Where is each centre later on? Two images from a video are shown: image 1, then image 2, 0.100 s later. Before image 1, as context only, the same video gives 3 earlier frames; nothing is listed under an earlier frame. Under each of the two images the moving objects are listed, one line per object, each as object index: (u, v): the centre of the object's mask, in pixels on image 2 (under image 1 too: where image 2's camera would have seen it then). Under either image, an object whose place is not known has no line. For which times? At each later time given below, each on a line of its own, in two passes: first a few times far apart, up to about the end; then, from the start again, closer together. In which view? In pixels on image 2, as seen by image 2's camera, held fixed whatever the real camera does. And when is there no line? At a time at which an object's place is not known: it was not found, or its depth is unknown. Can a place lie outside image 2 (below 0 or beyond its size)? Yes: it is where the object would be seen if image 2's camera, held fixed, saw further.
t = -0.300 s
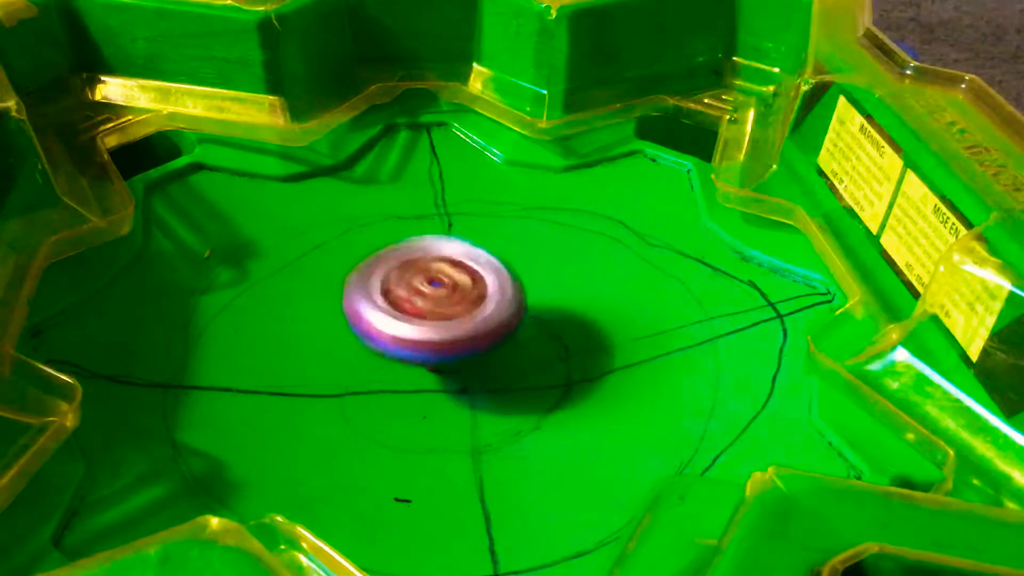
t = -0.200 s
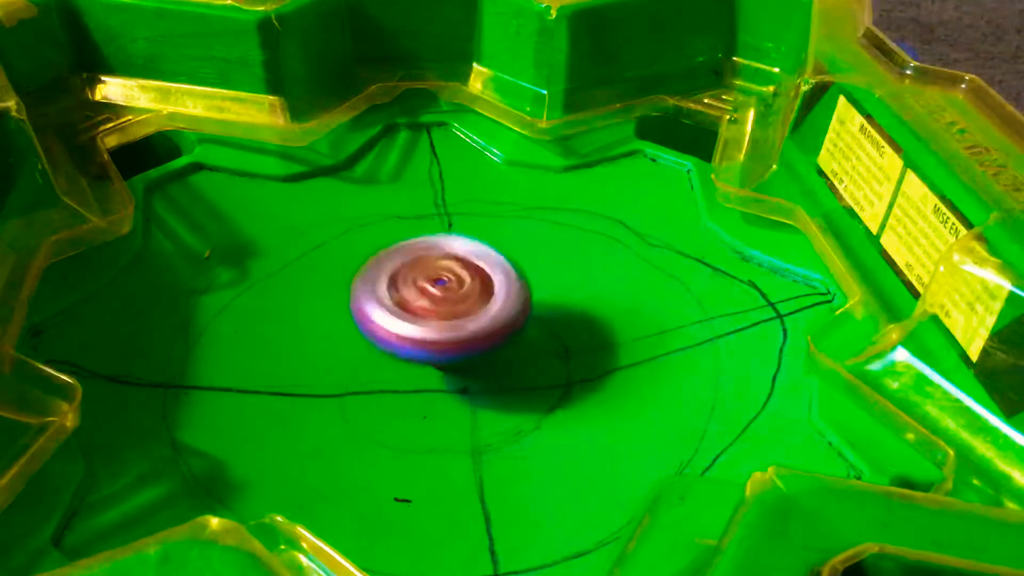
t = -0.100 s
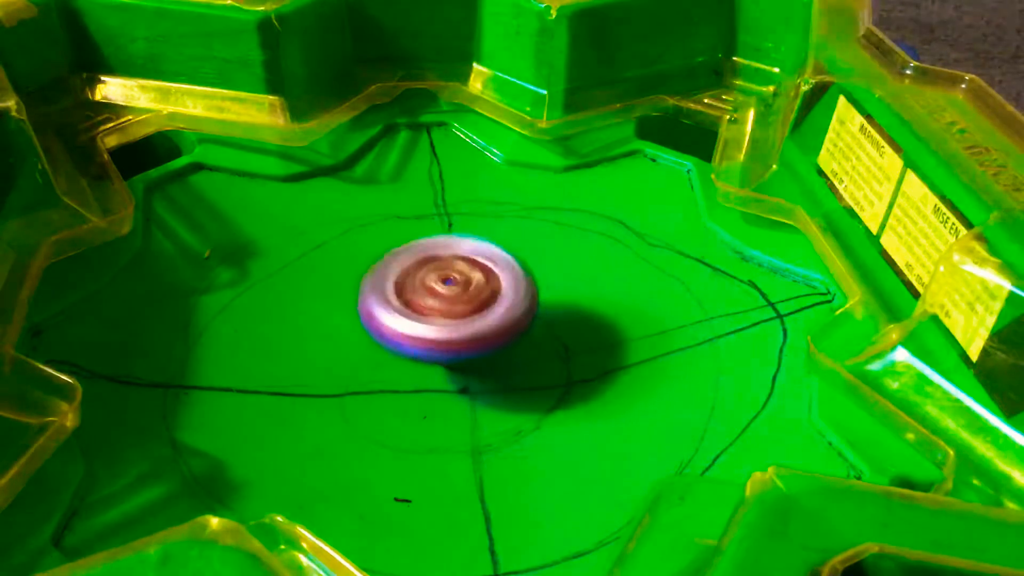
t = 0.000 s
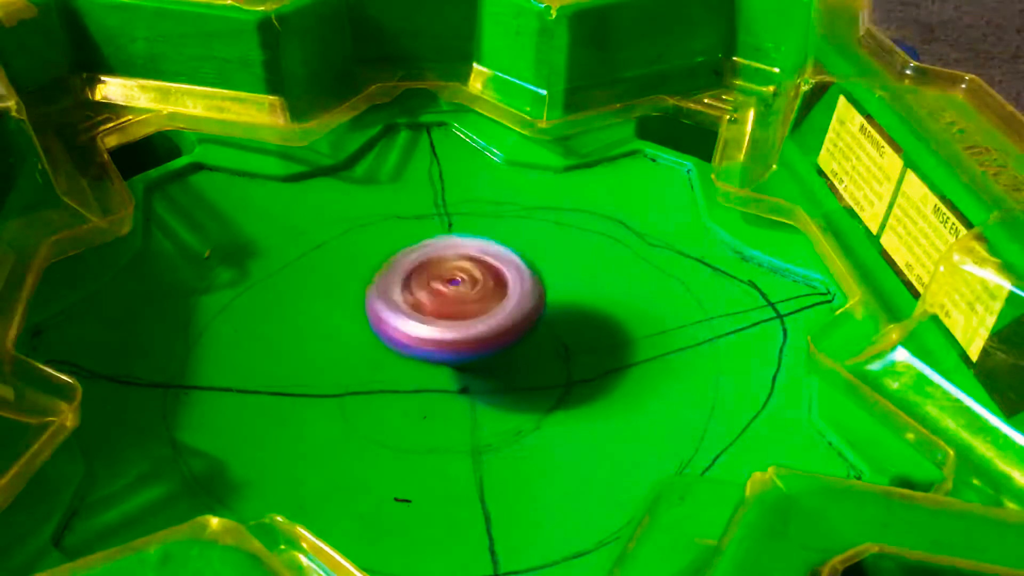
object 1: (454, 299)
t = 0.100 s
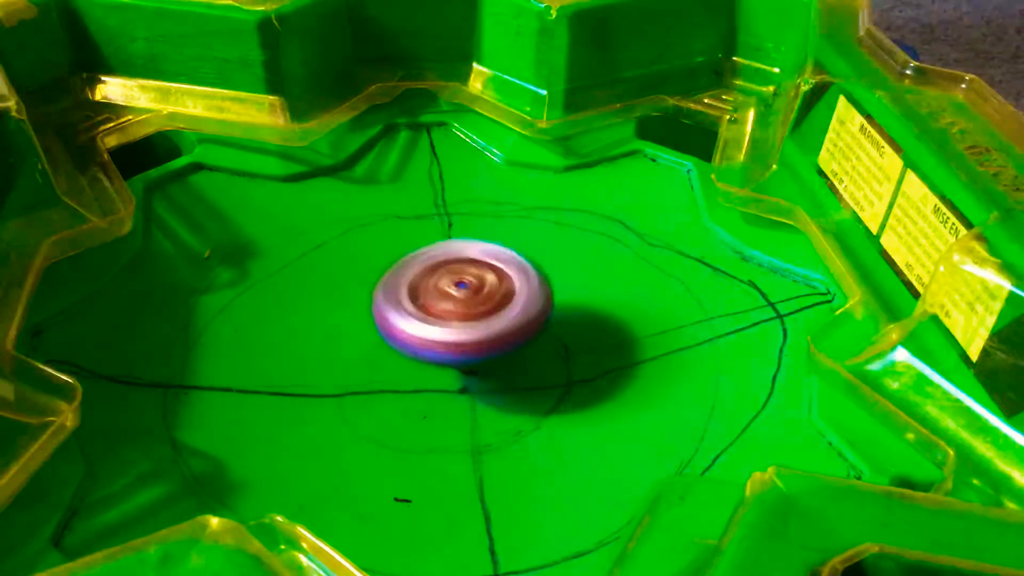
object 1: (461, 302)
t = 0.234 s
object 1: (466, 306)
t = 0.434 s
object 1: (468, 307)
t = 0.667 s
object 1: (456, 314)
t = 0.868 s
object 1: (441, 315)
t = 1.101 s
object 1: (428, 314)
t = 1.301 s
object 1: (426, 309)
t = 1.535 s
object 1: (435, 305)
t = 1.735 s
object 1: (449, 304)
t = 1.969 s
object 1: (464, 309)
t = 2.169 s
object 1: (468, 310)
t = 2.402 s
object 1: (459, 312)
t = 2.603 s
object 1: (446, 313)
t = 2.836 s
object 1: (432, 309)
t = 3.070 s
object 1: (428, 305)
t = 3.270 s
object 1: (435, 301)
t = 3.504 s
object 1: (448, 302)
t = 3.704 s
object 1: (458, 308)
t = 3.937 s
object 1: (461, 314)
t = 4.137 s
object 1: (458, 315)
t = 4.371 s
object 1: (444, 314)
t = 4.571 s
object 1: (437, 311)
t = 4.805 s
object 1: (436, 305)
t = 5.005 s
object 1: (440, 302)
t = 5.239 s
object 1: (450, 302)
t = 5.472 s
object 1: (459, 309)
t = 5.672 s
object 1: (460, 312)
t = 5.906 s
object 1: (456, 313)
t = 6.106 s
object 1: (446, 313)
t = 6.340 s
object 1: (438, 308)
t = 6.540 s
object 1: (436, 305)
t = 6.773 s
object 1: (439, 304)
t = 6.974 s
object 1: (445, 305)
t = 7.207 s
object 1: (452, 309)
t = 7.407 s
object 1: (453, 312)
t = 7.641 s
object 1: (448, 317)
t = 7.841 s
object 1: (447, 318)
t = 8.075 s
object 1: (448, 318)
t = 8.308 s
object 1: (450, 316)
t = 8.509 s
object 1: (454, 315)
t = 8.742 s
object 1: (459, 314)
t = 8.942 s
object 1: (461, 313)
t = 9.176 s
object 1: (460, 312)
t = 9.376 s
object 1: (460, 311)
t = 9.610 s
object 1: (463, 309)
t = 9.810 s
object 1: (469, 302)
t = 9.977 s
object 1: (466, 303)
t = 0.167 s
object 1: (463, 304)
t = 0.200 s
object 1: (464, 305)
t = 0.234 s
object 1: (466, 306)
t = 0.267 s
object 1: (466, 306)
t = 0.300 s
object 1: (466, 306)
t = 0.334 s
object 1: (467, 307)
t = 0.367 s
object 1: (467, 306)
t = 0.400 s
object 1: (468, 307)
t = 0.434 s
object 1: (468, 307)
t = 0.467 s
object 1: (467, 308)
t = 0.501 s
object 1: (466, 309)
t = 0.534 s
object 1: (465, 310)
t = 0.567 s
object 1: (463, 311)
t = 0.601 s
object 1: (460, 313)
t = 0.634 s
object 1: (459, 315)
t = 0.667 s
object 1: (456, 314)
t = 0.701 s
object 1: (453, 313)
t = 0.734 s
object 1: (451, 314)
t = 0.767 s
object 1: (449, 314)
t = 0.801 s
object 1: (446, 314)
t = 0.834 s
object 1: (444, 314)
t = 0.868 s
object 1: (441, 315)
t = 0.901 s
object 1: (439, 316)
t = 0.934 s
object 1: (437, 316)
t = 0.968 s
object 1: (436, 316)
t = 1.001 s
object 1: (434, 316)
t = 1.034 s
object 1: (432, 316)
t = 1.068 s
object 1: (429, 315)
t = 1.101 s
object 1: (428, 314)
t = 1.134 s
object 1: (428, 314)
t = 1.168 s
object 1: (427, 313)
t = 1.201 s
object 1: (426, 311)
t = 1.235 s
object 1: (425, 310)
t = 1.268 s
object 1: (425, 310)
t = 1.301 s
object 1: (426, 309)
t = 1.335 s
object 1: (426, 308)
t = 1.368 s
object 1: (427, 308)
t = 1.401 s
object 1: (428, 307)
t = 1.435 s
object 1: (429, 306)
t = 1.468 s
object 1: (431, 306)
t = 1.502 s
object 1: (433, 305)
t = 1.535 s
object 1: (435, 305)
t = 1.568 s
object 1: (436, 304)
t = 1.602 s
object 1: (438, 304)
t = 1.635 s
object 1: (441, 304)
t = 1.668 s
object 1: (444, 304)
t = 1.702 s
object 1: (446, 304)
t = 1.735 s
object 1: (449, 304)
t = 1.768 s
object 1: (451, 305)
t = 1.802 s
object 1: (454, 305)
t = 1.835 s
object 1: (456, 306)
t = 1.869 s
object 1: (459, 307)
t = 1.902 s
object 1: (461, 308)
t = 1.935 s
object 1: (463, 309)
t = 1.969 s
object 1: (464, 309)
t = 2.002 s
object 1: (466, 309)
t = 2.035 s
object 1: (467, 309)
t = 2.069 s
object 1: (467, 310)
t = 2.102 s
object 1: (468, 310)
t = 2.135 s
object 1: (468, 311)
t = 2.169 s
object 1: (468, 310)
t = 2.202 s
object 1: (467, 310)
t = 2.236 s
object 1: (467, 310)
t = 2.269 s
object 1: (466, 311)
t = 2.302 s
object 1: (465, 311)
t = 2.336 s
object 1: (463, 312)
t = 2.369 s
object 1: (461, 312)
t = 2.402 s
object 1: (459, 312)
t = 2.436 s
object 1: (457, 312)
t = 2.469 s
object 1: (455, 312)
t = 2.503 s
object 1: (453, 312)
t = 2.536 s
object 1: (450, 312)
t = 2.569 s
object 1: (448, 313)
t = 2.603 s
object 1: (446, 313)
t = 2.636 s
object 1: (443, 313)
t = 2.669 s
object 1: (440, 312)
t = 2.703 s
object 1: (438, 312)
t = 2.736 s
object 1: (437, 311)
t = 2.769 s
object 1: (435, 310)
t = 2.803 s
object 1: (433, 310)
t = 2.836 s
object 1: (432, 309)
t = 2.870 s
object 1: (431, 309)
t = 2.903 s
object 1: (431, 307)
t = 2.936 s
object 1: (430, 307)
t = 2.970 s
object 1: (429, 306)
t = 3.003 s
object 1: (429, 306)
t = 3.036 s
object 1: (429, 306)
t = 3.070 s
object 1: (428, 305)
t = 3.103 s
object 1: (428, 304)
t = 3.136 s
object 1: (429, 303)
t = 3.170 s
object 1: (430, 303)
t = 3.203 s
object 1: (432, 302)
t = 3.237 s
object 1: (433, 301)
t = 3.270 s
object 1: (435, 301)
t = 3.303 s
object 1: (437, 301)
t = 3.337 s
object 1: (439, 301)
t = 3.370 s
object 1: (441, 300)
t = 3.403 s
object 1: (442, 301)
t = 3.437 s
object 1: (444, 301)
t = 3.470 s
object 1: (446, 301)
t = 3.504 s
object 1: (448, 302)
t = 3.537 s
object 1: (449, 302)
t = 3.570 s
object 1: (452, 303)
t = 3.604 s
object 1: (454, 304)
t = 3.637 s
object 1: (455, 305)
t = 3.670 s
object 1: (456, 307)
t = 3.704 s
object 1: (458, 308)
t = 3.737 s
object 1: (459, 309)
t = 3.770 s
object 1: (461, 310)
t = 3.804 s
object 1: (461, 311)
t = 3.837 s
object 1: (462, 312)
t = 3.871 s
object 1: (462, 313)
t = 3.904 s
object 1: (461, 313)
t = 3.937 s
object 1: (461, 314)
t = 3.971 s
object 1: (462, 314)
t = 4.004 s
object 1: (461, 315)
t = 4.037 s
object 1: (461, 314)
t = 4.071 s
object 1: (460, 315)
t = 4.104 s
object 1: (460, 315)
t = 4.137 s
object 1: (458, 315)
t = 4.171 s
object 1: (456, 316)
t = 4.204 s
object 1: (455, 316)
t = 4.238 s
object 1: (453, 315)
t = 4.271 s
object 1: (450, 315)
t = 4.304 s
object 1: (448, 315)
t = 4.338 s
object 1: (446, 315)
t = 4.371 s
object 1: (444, 314)
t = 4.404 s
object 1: (443, 314)
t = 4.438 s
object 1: (441, 313)
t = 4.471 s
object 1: (440, 313)
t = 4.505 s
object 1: (438, 312)
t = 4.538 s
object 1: (437, 312)
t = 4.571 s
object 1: (437, 311)
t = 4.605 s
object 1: (436, 310)
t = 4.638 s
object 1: (436, 310)
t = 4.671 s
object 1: (435, 309)
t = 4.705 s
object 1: (436, 308)
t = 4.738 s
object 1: (436, 307)
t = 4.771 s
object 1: (436, 306)
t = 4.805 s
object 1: (436, 305)
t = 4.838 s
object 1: (437, 304)
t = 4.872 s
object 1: (437, 303)
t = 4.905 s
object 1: (437, 303)
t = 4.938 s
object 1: (439, 303)
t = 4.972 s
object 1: (440, 302)
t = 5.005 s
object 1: (440, 302)
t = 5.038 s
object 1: (442, 302)
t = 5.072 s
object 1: (443, 301)
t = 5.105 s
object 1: (444, 301)
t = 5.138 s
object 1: (446, 301)
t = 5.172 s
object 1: (448, 301)
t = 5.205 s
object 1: (449, 301)
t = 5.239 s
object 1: (450, 302)
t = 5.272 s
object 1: (452, 302)
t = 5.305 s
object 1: (454, 303)
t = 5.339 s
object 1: (454, 304)
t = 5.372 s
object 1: (455, 305)
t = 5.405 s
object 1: (457, 307)
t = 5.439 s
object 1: (458, 308)
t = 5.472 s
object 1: (459, 309)
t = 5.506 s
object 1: (459, 310)
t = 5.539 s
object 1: (460, 311)
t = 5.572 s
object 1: (460, 311)
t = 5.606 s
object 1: (460, 312)
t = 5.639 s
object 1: (460, 312)
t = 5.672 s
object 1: (460, 312)
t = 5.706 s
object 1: (460, 313)
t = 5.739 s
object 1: (460, 313)
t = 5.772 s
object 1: (460, 313)
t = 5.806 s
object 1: (460, 313)
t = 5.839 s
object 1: (459, 314)
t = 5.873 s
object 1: (458, 314)
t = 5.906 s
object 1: (456, 313)
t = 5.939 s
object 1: (455, 314)
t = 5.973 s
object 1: (454, 314)
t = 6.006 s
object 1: (452, 314)
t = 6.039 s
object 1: (450, 313)
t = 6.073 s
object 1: (448, 313)
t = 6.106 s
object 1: (446, 313)
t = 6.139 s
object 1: (444, 312)
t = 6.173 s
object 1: (443, 311)
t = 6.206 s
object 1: (442, 311)
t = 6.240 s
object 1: (440, 310)
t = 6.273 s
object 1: (440, 310)
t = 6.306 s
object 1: (439, 309)
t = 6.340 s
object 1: (438, 308)
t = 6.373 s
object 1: (437, 308)
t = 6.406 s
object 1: (437, 307)
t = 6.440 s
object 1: (437, 306)
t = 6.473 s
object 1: (437, 305)
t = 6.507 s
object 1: (437, 305)
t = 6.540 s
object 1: (436, 305)
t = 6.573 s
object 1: (436, 305)
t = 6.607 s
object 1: (437, 304)
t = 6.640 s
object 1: (437, 304)
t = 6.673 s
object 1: (437, 304)
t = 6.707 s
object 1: (438, 304)
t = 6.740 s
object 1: (438, 303)
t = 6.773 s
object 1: (439, 304)
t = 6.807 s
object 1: (440, 304)
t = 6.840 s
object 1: (441, 304)
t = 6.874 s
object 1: (442, 304)
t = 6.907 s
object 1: (443, 304)
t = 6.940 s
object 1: (444, 304)
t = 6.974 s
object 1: (445, 305)
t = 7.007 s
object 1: (446, 305)
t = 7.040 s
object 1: (448, 306)
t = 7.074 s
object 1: (449, 307)
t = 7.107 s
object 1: (450, 307)
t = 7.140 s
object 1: (450, 308)
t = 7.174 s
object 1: (451, 308)
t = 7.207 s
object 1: (452, 309)
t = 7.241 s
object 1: (452, 309)
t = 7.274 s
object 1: (452, 310)
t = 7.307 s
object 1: (453, 311)
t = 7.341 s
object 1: (453, 311)
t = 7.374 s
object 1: (453, 312)
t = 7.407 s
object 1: (453, 312)
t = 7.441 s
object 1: (452, 313)
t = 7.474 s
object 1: (451, 313)
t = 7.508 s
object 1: (451, 314)
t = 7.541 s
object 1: (449, 315)
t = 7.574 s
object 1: (449, 315)
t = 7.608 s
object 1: (448, 316)
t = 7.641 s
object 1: (448, 317)
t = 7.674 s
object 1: (447, 317)
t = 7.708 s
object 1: (447, 317)
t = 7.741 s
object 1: (447, 317)
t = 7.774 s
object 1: (447, 318)
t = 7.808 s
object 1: (447, 318)
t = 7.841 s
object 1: (447, 318)
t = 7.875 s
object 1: (447, 319)
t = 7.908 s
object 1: (447, 319)
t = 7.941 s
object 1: (447, 319)
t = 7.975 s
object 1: (447, 319)
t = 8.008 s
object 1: (448, 319)
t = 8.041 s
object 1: (448, 318)
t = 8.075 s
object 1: (448, 318)
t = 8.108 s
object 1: (449, 318)
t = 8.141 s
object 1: (448, 317)
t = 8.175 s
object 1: (449, 317)
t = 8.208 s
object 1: (450, 316)
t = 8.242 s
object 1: (450, 316)
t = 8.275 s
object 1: (450, 316)
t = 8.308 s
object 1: (450, 316)
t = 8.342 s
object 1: (451, 316)
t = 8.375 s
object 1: (451, 316)
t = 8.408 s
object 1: (452, 315)
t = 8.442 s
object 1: (452, 315)
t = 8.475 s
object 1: (453, 315)
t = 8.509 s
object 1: (454, 315)
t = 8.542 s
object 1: (454, 315)
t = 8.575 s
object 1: (456, 315)
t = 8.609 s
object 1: (456, 314)
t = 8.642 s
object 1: (457, 315)
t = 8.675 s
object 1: (458, 314)
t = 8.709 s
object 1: (458, 314)
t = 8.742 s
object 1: (459, 314)
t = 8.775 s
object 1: (459, 314)
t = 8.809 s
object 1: (460, 314)
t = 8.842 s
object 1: (460, 314)
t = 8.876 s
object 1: (460, 313)
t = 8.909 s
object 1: (461, 313)
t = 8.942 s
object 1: (461, 313)
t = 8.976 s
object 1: (461, 313)
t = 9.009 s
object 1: (461, 312)
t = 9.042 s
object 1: (461, 312)
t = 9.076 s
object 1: (461, 312)
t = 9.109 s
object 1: (461, 312)
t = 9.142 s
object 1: (460, 312)
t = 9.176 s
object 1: (460, 312)
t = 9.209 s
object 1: (460, 312)
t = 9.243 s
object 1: (460, 311)
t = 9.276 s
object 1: (460, 312)
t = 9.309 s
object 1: (460, 311)
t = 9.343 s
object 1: (460, 311)
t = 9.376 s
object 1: (460, 311)
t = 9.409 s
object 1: (460, 310)
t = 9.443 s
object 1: (460, 310)
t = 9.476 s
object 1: (461, 310)
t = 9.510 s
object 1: (461, 310)
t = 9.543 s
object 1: (461, 309)
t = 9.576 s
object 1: (462, 309)
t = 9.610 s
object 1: (463, 309)
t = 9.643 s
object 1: (464, 308)
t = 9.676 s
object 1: (464, 307)
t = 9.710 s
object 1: (466, 306)
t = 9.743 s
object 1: (467, 305)
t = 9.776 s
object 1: (468, 303)
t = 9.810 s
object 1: (469, 302)
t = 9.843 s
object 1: (468, 302)
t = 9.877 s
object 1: (467, 302)
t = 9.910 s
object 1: (467, 302)
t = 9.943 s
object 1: (466, 303)
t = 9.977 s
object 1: (466, 303)
